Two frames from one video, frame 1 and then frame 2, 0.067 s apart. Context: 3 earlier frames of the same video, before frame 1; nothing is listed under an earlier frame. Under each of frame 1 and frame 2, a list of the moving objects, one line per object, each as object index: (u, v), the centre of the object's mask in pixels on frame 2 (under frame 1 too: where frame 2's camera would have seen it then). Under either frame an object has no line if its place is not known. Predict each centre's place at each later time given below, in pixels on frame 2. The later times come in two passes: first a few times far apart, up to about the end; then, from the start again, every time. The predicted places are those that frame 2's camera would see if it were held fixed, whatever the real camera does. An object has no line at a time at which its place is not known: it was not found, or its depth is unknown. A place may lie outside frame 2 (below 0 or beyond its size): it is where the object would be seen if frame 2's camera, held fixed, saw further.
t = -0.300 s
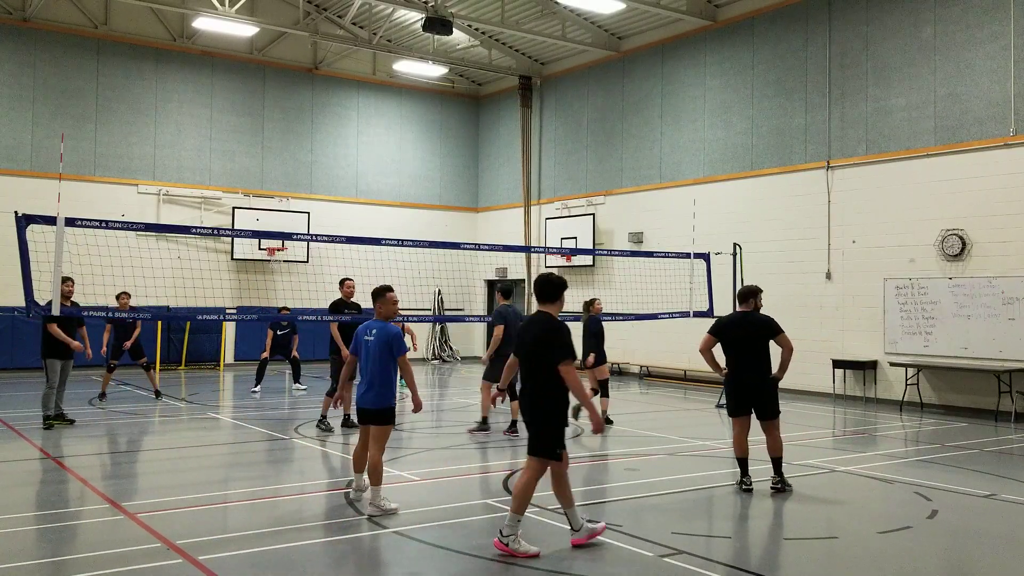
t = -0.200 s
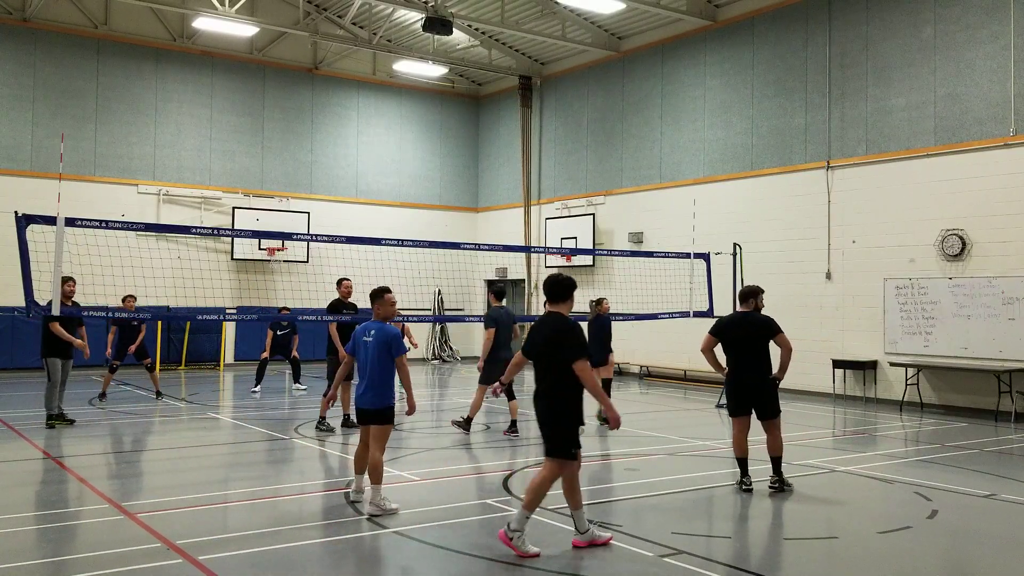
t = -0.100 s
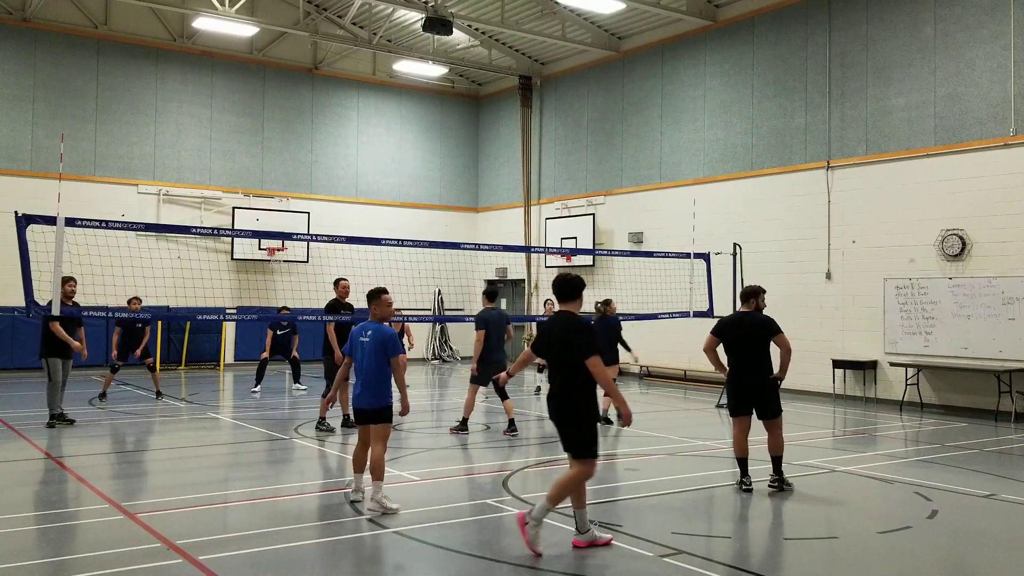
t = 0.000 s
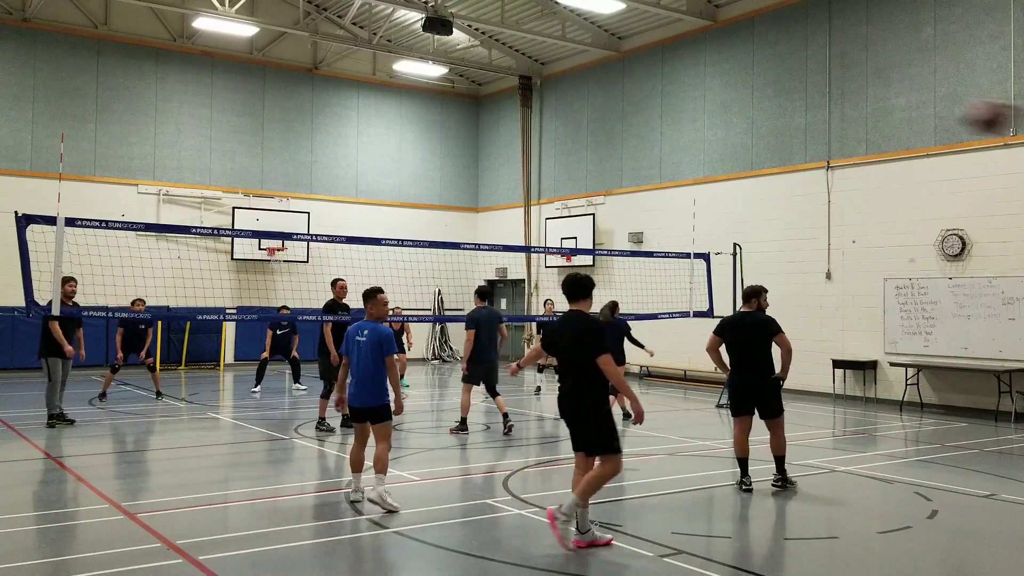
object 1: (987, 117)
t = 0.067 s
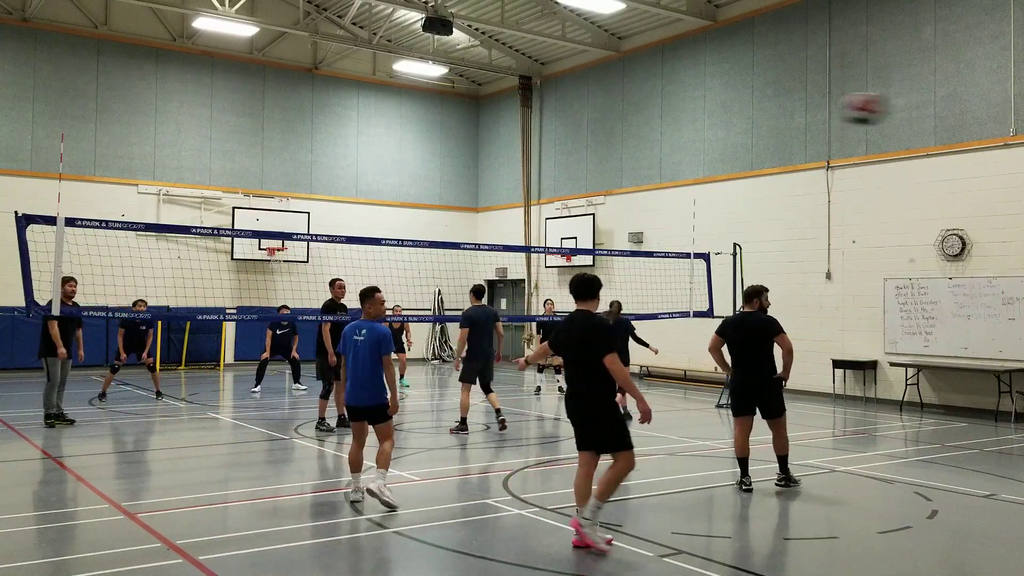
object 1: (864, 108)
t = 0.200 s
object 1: (699, 115)
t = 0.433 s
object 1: (552, 157)
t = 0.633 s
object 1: (483, 208)
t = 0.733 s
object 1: (457, 238)
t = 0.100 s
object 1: (813, 108)
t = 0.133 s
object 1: (771, 109)
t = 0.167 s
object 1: (734, 112)
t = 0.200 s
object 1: (699, 115)
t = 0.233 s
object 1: (670, 120)
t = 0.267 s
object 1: (645, 124)
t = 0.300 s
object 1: (622, 130)
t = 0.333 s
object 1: (602, 136)
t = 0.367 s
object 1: (584, 143)
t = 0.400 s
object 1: (567, 150)
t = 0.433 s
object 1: (552, 157)
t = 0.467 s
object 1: (537, 165)
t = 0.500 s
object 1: (524, 174)
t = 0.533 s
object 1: (513, 182)
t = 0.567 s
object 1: (502, 190)
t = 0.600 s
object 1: (492, 199)
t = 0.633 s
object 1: (483, 208)
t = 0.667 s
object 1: (473, 218)
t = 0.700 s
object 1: (465, 228)
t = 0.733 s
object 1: (457, 238)
